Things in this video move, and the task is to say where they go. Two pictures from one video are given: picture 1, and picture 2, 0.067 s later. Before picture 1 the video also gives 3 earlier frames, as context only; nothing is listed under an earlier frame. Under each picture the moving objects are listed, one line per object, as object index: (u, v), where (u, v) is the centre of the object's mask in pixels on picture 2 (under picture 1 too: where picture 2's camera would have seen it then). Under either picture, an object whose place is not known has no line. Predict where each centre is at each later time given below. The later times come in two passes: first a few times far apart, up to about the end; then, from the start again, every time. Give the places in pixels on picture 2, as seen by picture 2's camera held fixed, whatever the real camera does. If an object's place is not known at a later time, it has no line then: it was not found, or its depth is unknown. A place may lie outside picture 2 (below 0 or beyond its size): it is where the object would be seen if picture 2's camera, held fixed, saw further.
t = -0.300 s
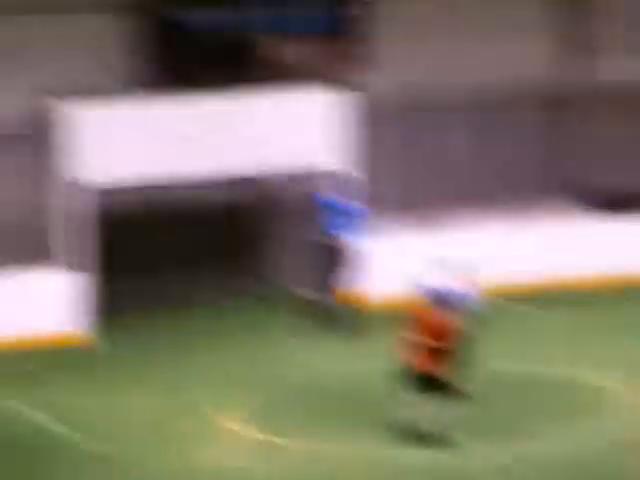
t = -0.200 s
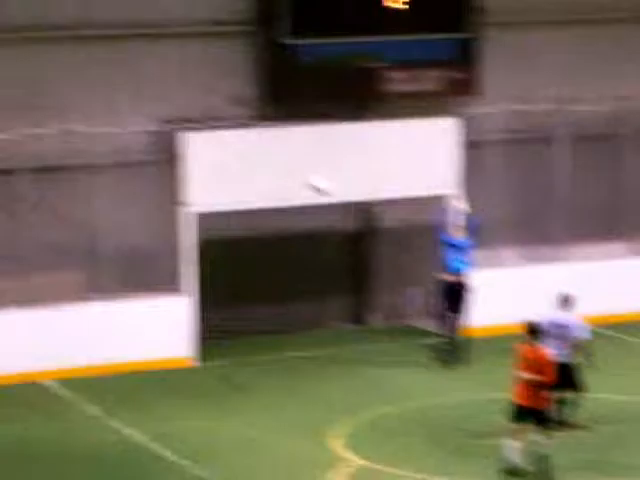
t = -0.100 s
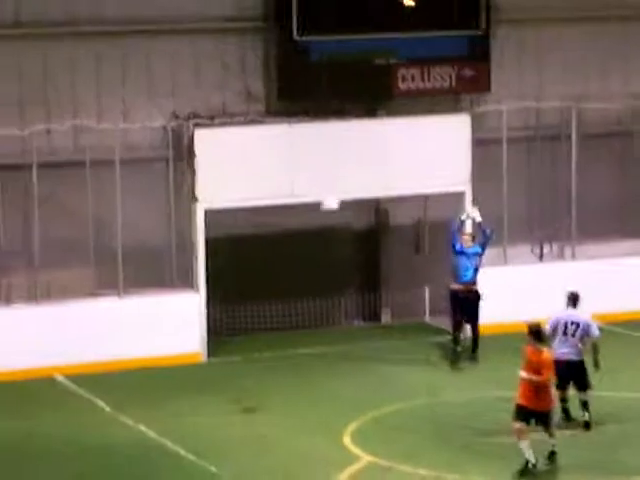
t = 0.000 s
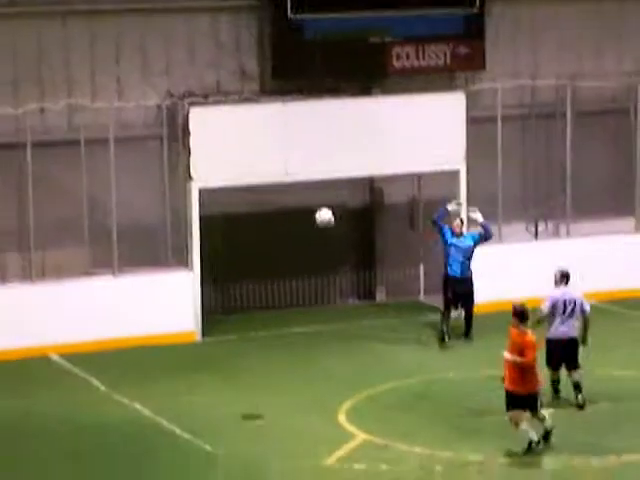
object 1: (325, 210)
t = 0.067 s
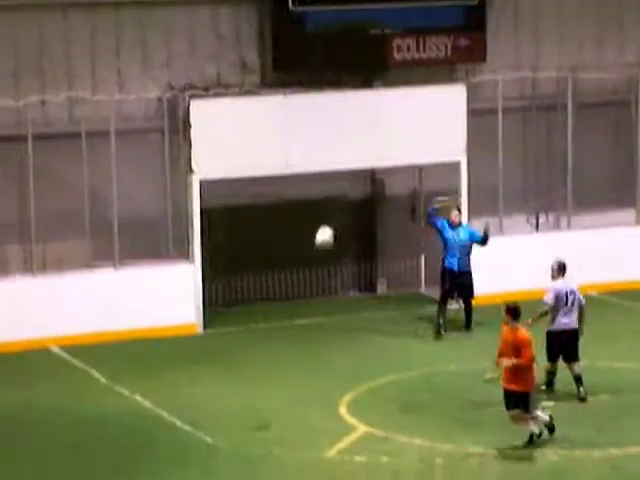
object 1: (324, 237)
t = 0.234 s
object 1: (319, 325)
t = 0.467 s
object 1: (302, 498)
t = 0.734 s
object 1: (280, 418)
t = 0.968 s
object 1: (261, 404)
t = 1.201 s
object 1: (239, 449)
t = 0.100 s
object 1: (324, 253)
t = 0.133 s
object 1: (323, 269)
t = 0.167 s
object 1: (321, 287)
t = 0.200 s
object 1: (320, 306)
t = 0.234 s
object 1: (319, 325)
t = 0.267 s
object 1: (316, 349)
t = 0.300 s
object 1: (314, 371)
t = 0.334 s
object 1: (312, 397)
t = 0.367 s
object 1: (309, 423)
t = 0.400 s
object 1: (307, 451)
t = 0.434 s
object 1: (305, 481)
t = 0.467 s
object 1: (302, 498)
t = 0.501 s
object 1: (299, 483)
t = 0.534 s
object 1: (294, 468)
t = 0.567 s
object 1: (293, 459)
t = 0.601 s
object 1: (290, 450)
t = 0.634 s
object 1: (286, 439)
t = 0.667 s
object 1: (283, 430)
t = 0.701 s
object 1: (281, 423)
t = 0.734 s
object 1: (280, 418)
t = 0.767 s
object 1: (278, 412)
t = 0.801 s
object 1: (274, 408)
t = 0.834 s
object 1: (273, 405)
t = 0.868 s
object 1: (271, 402)
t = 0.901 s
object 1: (268, 402)
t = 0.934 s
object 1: (265, 402)
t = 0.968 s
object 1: (261, 404)
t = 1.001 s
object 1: (259, 406)
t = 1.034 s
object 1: (256, 409)
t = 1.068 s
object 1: (253, 416)
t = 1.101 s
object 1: (250, 422)
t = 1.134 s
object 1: (246, 430)
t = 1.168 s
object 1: (243, 440)
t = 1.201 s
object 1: (239, 449)
